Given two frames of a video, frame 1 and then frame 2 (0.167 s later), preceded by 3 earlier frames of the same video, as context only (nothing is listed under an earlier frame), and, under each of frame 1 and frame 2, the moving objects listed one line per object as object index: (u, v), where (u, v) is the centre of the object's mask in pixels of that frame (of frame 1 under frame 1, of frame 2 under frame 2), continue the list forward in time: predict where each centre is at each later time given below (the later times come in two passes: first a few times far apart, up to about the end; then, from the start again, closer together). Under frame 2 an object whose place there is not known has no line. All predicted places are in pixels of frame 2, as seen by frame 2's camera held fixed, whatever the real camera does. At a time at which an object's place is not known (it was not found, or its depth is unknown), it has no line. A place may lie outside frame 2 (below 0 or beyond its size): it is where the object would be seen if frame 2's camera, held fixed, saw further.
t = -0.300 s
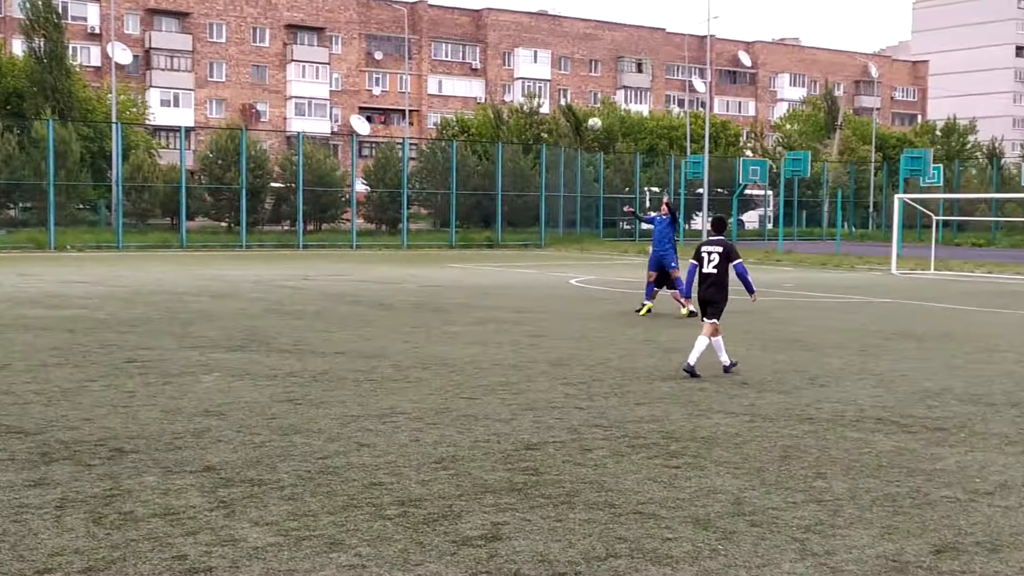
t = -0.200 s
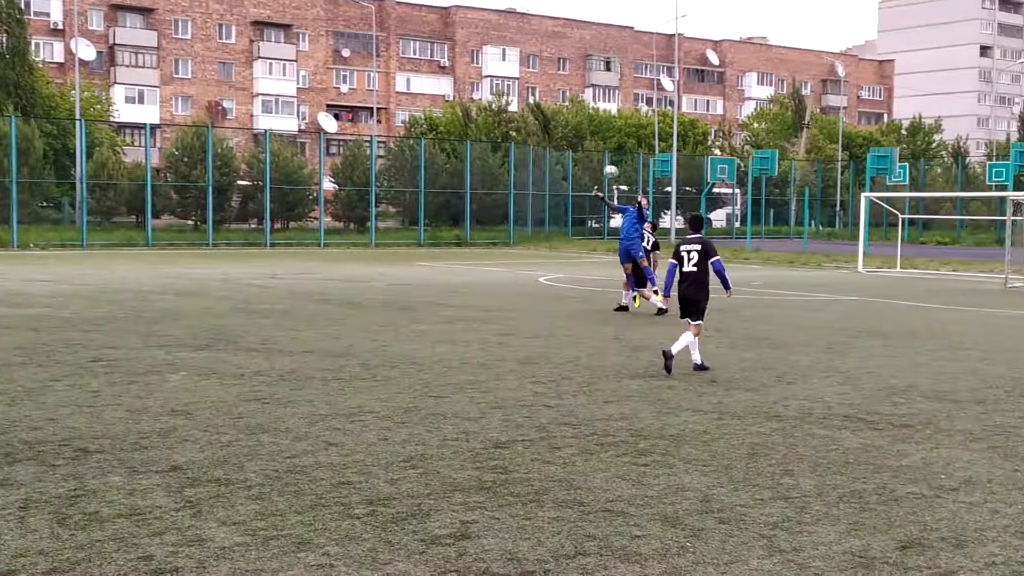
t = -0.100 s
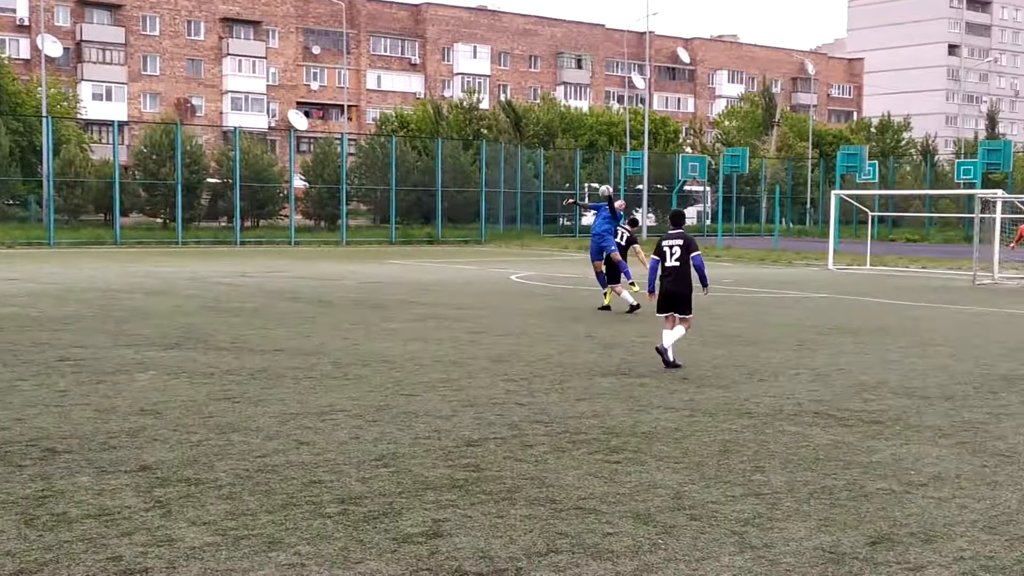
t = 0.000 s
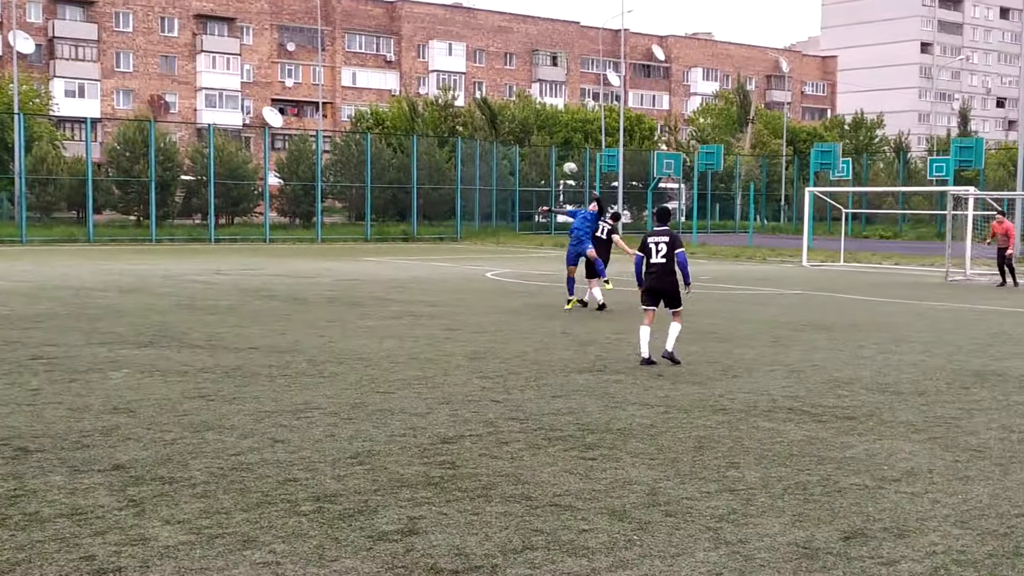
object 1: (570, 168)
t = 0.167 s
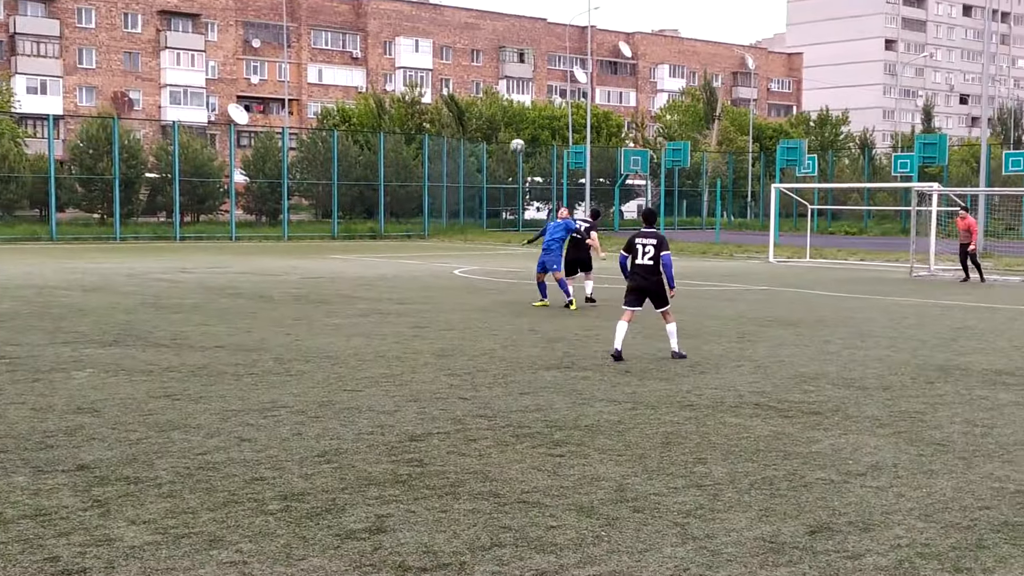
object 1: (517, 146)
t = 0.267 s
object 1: (505, 141)
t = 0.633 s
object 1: (456, 183)
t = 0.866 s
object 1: (422, 262)
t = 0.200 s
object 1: (513, 143)
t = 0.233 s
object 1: (510, 142)
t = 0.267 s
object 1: (505, 141)
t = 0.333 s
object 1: (497, 142)
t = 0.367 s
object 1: (493, 143)
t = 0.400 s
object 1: (488, 145)
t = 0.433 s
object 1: (484, 148)
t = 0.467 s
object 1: (479, 151)
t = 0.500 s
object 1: (474, 157)
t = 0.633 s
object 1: (456, 183)
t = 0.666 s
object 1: (452, 191)
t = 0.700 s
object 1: (447, 201)
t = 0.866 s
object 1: (422, 262)
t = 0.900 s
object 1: (417, 277)
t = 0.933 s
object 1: (412, 292)
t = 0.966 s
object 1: (407, 309)
